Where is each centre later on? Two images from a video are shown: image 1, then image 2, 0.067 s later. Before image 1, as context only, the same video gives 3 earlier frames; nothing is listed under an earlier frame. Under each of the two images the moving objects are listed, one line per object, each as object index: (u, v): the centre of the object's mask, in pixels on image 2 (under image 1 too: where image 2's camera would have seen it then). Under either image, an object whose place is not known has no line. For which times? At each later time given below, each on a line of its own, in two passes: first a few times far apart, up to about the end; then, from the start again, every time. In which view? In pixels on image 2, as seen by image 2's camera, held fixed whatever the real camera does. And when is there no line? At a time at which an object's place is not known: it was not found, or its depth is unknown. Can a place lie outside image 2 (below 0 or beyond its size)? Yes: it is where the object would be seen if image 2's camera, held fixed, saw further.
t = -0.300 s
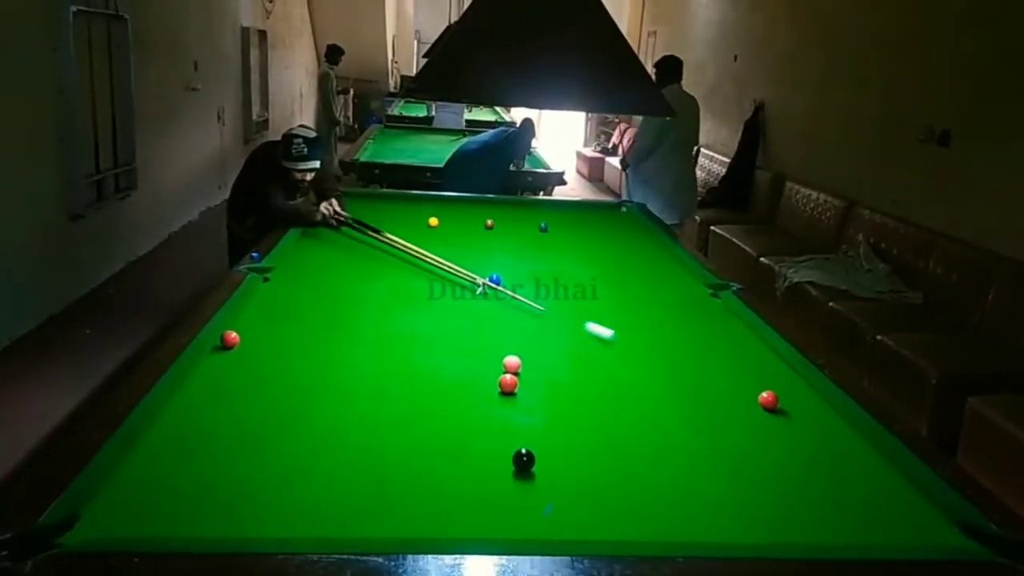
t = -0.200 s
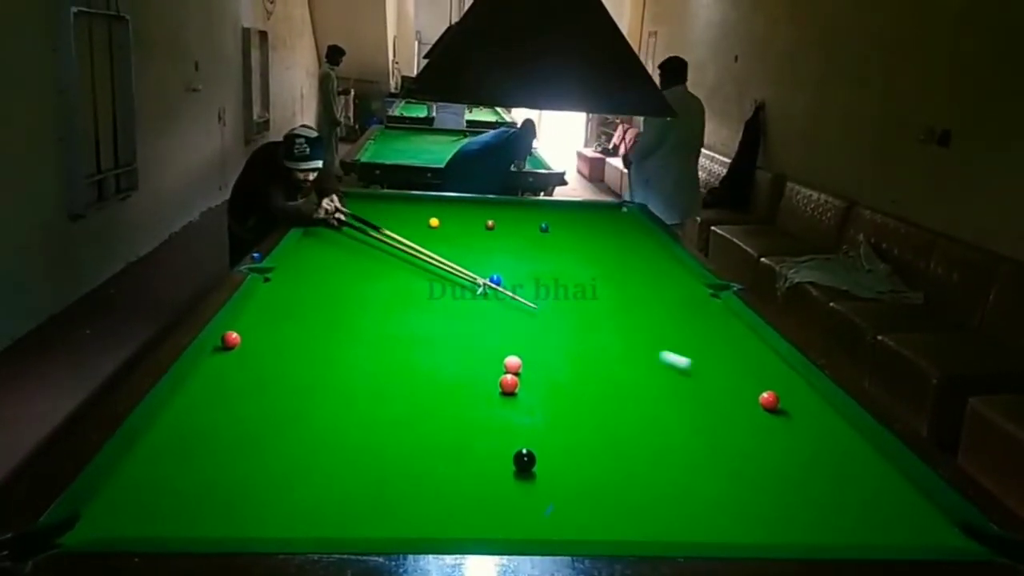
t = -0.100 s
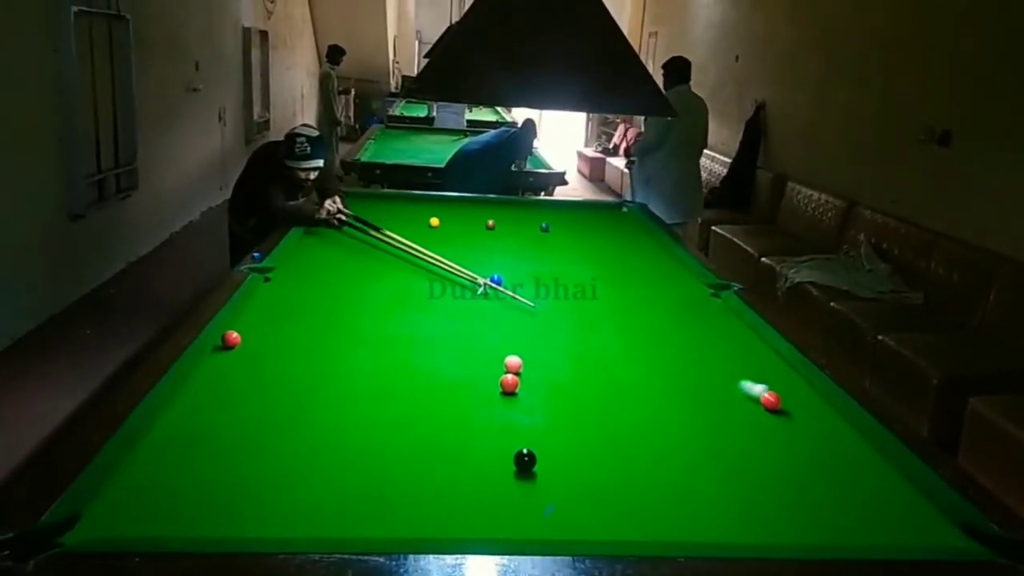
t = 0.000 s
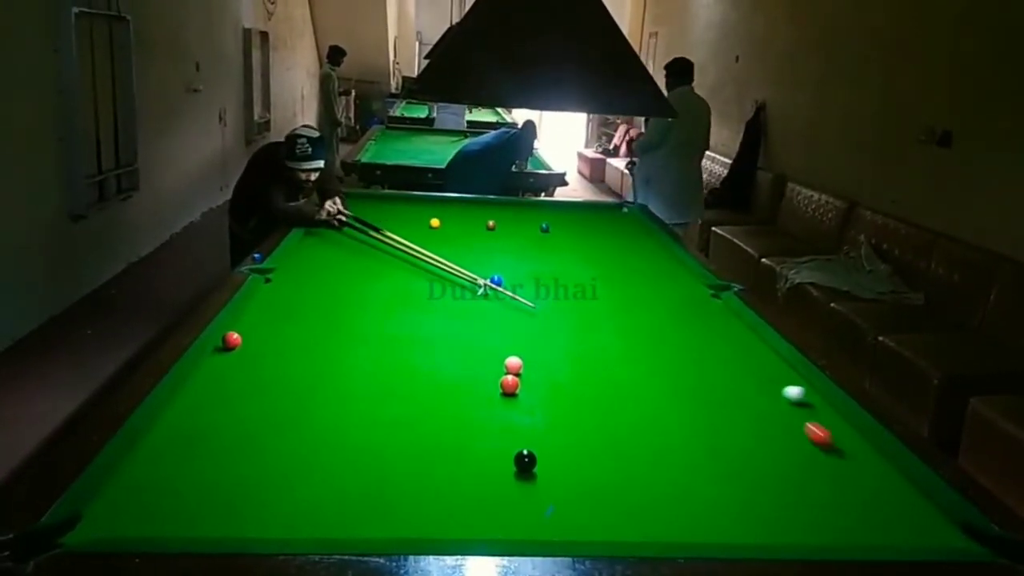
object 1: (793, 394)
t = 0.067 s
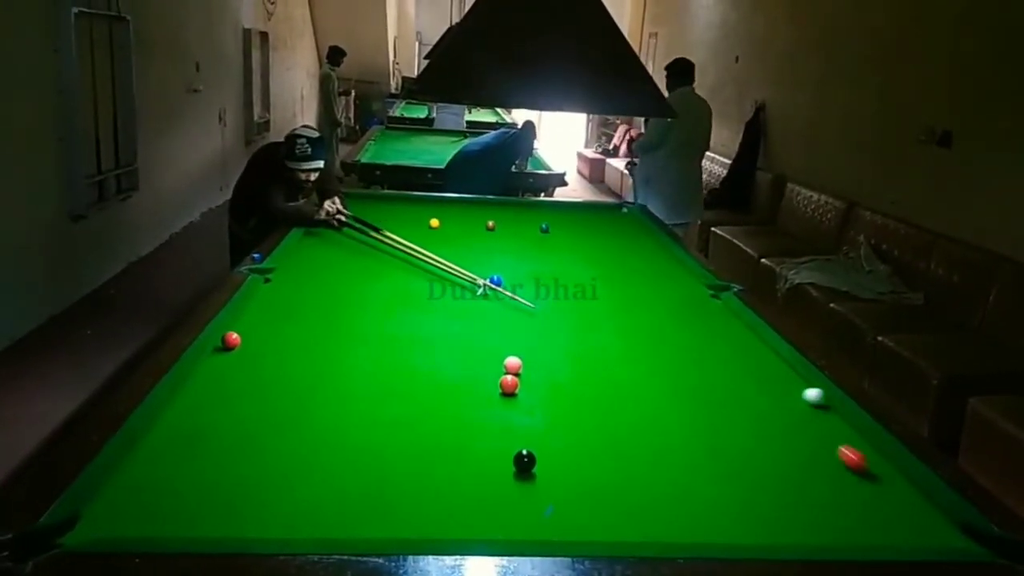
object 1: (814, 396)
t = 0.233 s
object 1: (770, 397)
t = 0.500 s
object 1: (709, 400)
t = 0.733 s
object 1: (656, 402)
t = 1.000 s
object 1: (596, 406)
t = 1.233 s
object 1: (545, 409)
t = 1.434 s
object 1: (502, 412)
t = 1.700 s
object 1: (446, 415)
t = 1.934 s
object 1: (398, 417)
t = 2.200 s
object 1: (345, 420)
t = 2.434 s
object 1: (300, 423)
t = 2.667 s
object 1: (257, 426)
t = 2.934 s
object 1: (209, 429)
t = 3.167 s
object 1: (171, 432)
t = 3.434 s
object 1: (175, 434)
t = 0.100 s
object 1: (803, 396)
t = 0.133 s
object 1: (794, 396)
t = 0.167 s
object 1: (786, 396)
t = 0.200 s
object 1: (778, 397)
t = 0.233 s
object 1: (770, 397)
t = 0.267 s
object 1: (763, 397)
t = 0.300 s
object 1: (755, 398)
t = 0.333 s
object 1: (747, 398)
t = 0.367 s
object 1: (739, 399)
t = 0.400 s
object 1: (732, 399)
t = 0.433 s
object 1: (724, 399)
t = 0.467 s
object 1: (717, 399)
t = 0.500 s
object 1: (709, 400)
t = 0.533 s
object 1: (701, 400)
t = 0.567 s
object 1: (693, 400)
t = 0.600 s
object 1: (685, 400)
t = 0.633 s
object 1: (678, 401)
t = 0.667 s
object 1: (671, 401)
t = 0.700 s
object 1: (664, 401)
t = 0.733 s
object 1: (656, 402)
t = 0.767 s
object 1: (648, 402)
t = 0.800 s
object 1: (641, 403)
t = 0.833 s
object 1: (633, 404)
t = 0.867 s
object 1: (626, 404)
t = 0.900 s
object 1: (618, 405)
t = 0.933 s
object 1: (611, 405)
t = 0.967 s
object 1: (604, 405)
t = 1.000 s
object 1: (596, 406)
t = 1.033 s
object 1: (589, 406)
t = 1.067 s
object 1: (582, 407)
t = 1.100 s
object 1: (575, 407)
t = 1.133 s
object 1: (568, 408)
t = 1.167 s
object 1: (560, 408)
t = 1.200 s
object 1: (553, 408)
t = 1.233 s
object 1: (545, 409)
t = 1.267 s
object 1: (538, 409)
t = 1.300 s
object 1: (531, 410)
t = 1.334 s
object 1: (524, 411)
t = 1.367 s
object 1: (517, 411)
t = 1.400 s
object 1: (509, 411)
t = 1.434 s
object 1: (502, 412)
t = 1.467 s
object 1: (495, 412)
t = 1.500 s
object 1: (488, 413)
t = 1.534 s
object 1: (481, 413)
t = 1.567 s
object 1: (474, 414)
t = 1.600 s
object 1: (467, 414)
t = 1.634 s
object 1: (460, 414)
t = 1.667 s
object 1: (453, 415)
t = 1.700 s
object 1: (446, 415)
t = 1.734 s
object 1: (439, 415)
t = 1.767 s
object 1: (432, 416)
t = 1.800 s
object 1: (425, 416)
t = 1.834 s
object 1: (418, 416)
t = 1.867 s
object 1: (411, 417)
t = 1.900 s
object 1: (405, 417)
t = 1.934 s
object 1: (398, 417)
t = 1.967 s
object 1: (391, 418)
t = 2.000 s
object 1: (384, 418)
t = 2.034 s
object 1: (378, 419)
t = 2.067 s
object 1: (371, 419)
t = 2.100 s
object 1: (364, 419)
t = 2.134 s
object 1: (358, 420)
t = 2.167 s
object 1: (351, 420)
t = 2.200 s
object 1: (345, 420)
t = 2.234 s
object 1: (338, 421)
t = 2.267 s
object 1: (332, 421)
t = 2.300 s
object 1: (326, 422)
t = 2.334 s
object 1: (319, 422)
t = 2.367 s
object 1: (312, 423)
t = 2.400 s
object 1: (306, 423)
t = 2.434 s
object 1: (300, 423)
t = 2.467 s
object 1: (294, 424)
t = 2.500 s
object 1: (287, 424)
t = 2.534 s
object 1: (281, 425)
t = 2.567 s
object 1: (275, 425)
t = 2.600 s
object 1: (269, 425)
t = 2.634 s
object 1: (263, 426)
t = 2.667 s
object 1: (257, 426)
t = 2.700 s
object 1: (251, 427)
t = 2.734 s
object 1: (245, 427)
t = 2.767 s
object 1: (239, 428)
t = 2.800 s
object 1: (233, 428)
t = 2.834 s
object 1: (227, 429)
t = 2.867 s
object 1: (221, 429)
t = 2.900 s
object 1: (216, 429)
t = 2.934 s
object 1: (209, 429)
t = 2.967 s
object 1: (204, 430)
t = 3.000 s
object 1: (198, 430)
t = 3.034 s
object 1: (193, 431)
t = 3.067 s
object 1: (187, 431)
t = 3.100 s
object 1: (183, 431)
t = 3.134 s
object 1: (177, 432)
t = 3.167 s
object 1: (171, 432)
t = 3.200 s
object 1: (166, 432)
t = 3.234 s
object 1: (162, 432)
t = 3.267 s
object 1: (160, 433)
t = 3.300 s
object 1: (163, 433)
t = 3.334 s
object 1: (167, 433)
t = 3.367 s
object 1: (169, 434)
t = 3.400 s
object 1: (172, 434)
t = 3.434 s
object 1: (175, 434)
